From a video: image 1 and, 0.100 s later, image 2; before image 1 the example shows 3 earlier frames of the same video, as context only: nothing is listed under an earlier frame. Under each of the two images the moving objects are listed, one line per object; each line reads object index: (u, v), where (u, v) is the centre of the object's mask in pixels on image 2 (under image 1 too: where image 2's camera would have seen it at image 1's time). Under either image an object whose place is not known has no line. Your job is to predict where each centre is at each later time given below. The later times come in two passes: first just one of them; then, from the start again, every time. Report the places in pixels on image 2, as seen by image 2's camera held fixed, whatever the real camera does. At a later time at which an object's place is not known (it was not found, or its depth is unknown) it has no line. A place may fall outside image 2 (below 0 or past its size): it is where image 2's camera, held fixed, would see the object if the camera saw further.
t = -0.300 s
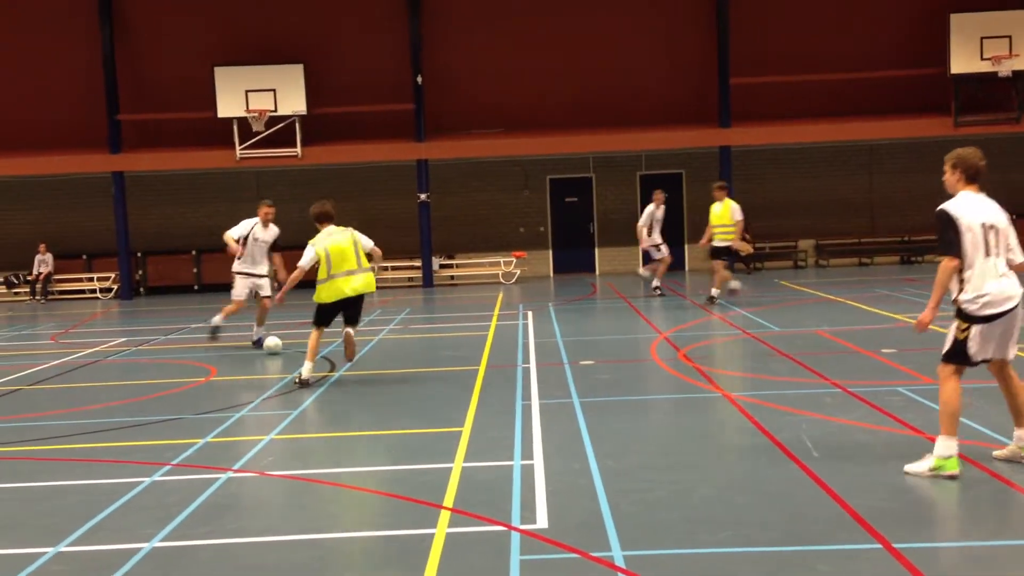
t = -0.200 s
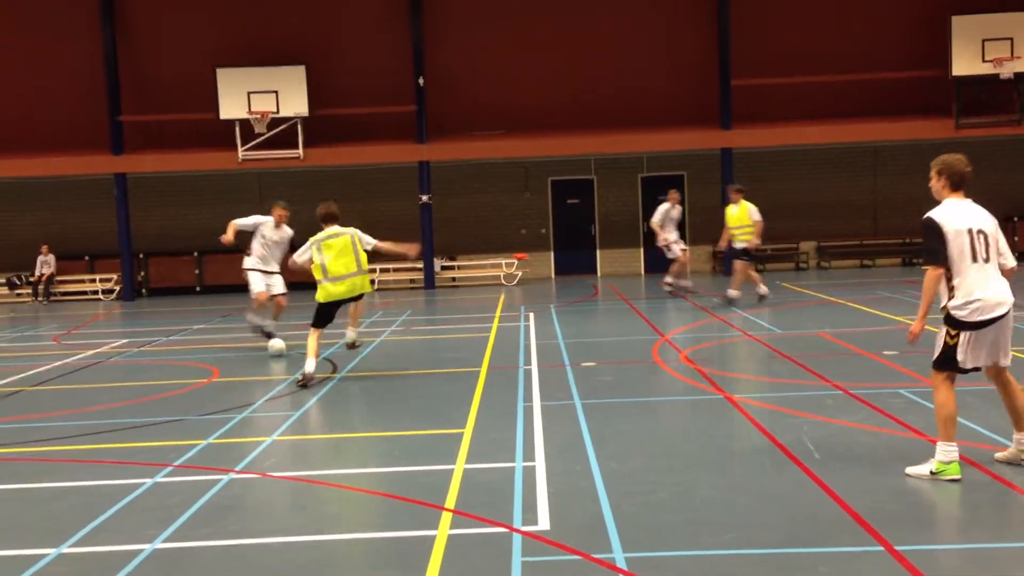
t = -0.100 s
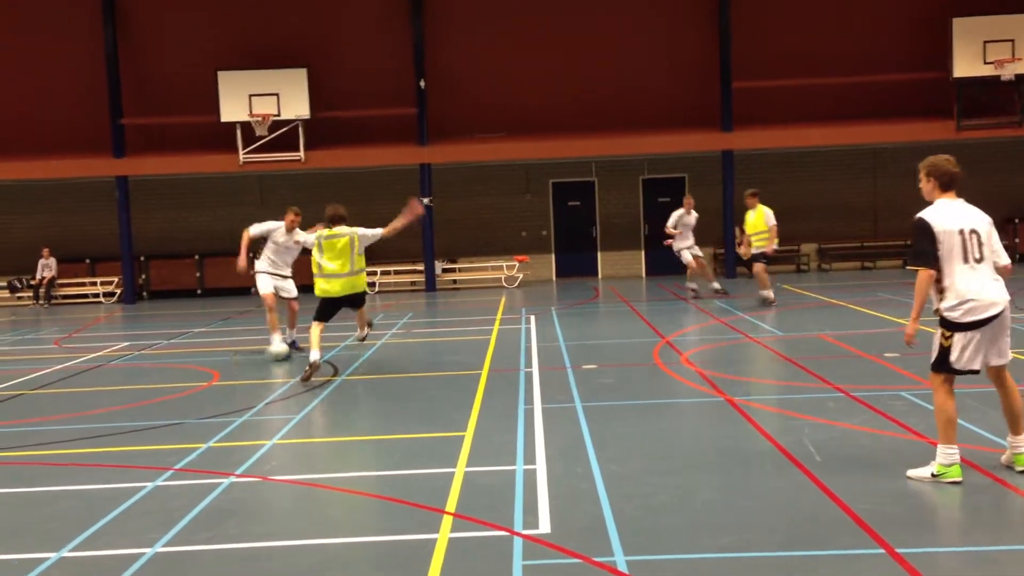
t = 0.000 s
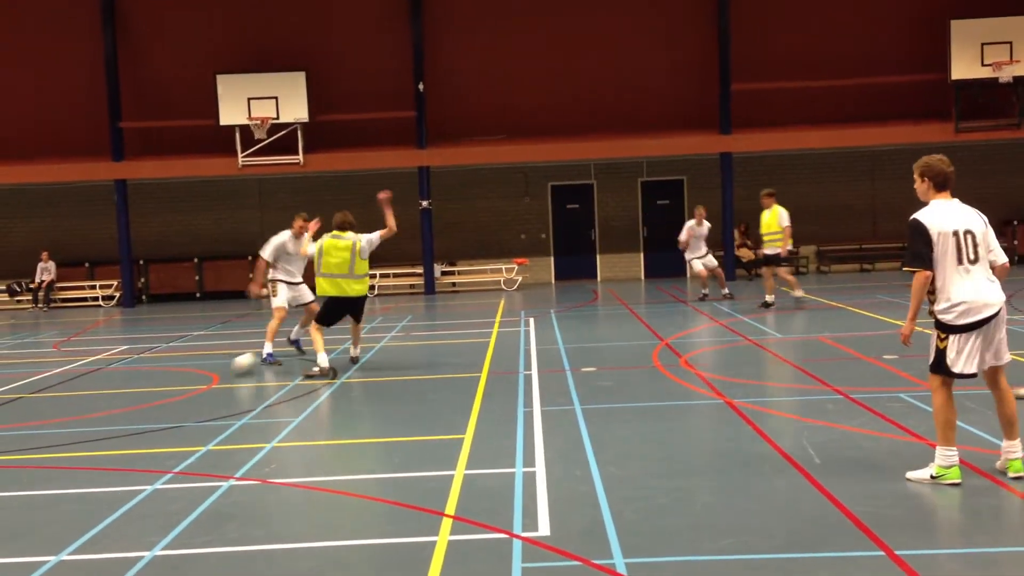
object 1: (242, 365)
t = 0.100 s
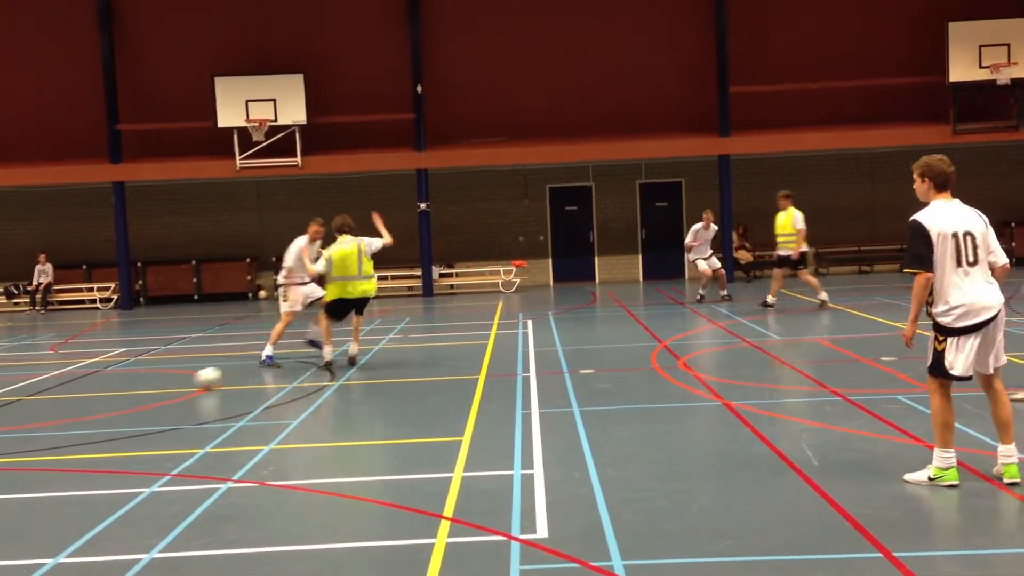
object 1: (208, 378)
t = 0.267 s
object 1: (149, 397)
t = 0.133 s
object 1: (196, 381)
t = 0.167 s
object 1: (184, 385)
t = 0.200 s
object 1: (172, 389)
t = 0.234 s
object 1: (160, 393)
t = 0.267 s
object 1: (149, 397)
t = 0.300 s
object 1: (136, 401)
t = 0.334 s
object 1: (124, 406)
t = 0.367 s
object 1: (113, 409)
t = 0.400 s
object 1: (101, 413)
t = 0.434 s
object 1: (90, 416)
